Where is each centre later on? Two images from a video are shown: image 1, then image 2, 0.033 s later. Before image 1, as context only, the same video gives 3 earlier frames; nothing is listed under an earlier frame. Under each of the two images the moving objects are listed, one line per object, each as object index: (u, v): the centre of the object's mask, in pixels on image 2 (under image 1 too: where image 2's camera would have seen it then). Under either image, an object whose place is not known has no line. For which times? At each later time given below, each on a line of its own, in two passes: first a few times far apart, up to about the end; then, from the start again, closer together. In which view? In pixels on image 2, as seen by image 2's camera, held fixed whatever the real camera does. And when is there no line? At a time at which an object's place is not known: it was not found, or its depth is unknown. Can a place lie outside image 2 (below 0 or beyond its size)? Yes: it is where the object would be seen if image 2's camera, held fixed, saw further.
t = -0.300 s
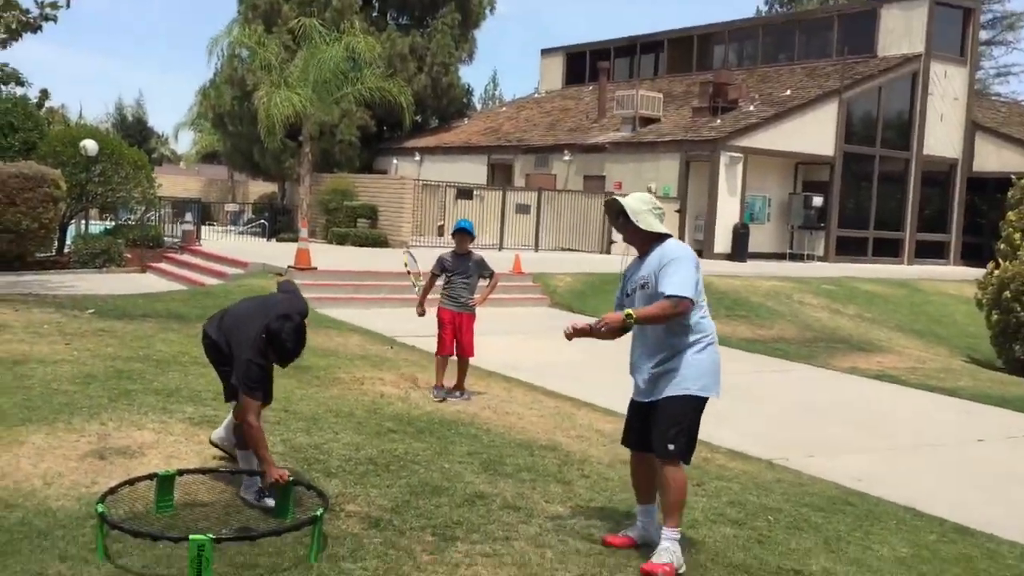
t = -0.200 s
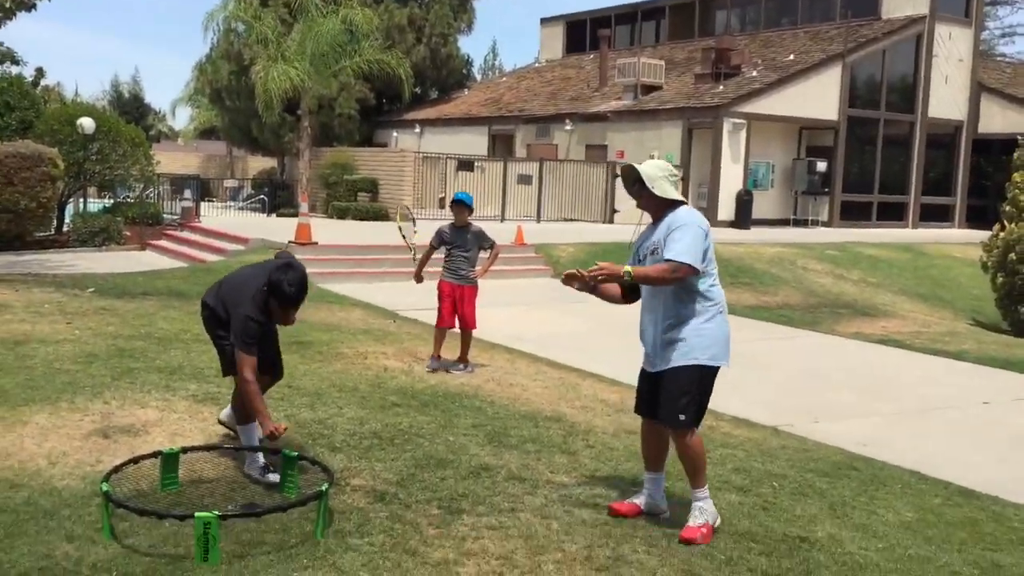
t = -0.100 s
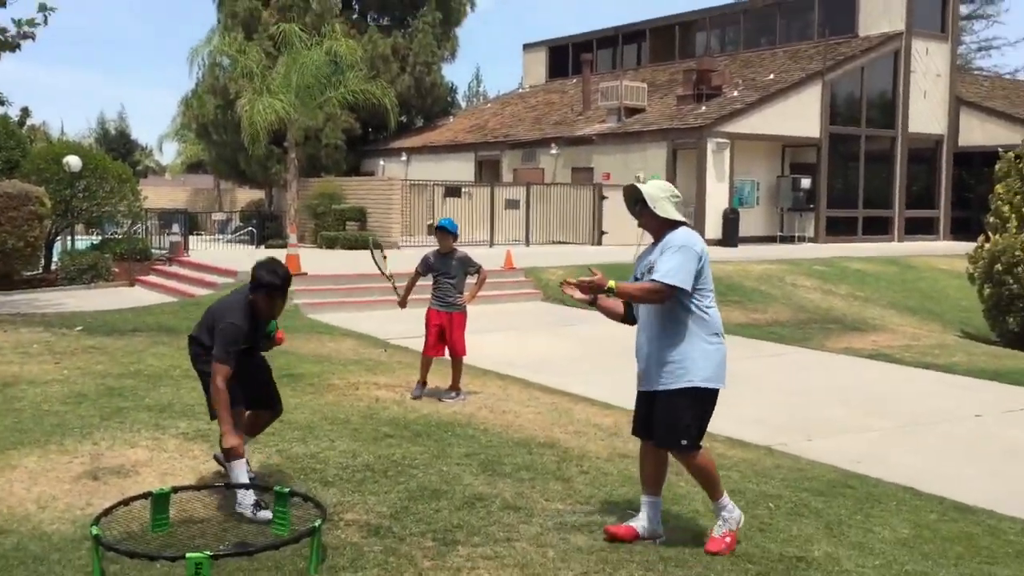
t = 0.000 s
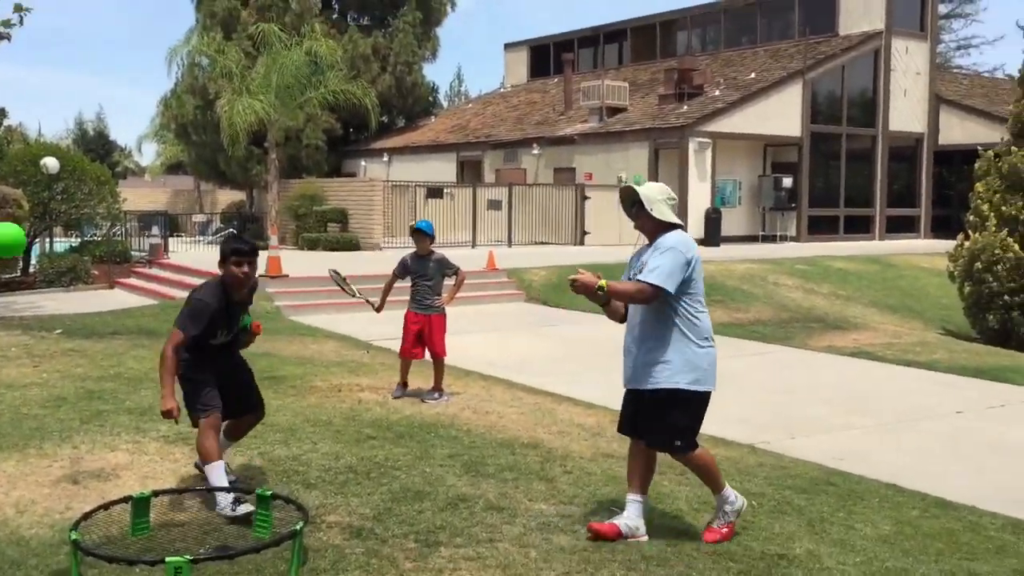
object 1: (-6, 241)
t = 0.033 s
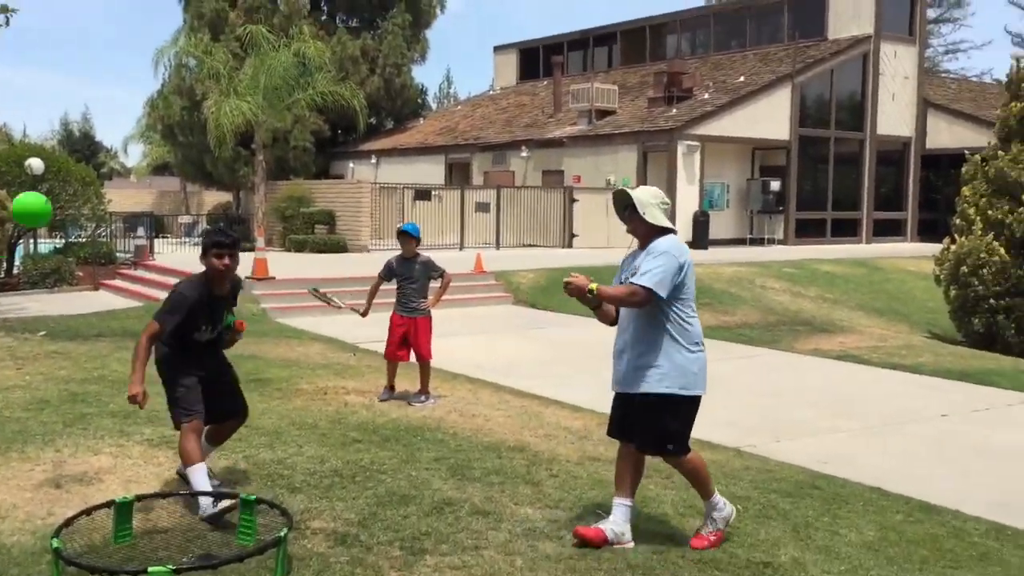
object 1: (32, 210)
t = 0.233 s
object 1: (267, 86)
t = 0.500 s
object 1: (514, 93)
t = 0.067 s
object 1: (76, 179)
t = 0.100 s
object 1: (120, 154)
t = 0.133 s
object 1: (159, 131)
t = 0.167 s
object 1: (196, 113)
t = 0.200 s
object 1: (232, 97)
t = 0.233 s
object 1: (267, 86)
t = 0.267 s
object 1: (300, 78)
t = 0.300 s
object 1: (334, 71)
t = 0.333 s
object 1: (366, 68)
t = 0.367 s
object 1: (397, 68)
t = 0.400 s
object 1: (427, 70)
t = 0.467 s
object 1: (486, 83)
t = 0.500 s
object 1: (514, 93)
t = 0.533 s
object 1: (542, 104)
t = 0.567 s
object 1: (569, 118)
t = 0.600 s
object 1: (594, 135)
